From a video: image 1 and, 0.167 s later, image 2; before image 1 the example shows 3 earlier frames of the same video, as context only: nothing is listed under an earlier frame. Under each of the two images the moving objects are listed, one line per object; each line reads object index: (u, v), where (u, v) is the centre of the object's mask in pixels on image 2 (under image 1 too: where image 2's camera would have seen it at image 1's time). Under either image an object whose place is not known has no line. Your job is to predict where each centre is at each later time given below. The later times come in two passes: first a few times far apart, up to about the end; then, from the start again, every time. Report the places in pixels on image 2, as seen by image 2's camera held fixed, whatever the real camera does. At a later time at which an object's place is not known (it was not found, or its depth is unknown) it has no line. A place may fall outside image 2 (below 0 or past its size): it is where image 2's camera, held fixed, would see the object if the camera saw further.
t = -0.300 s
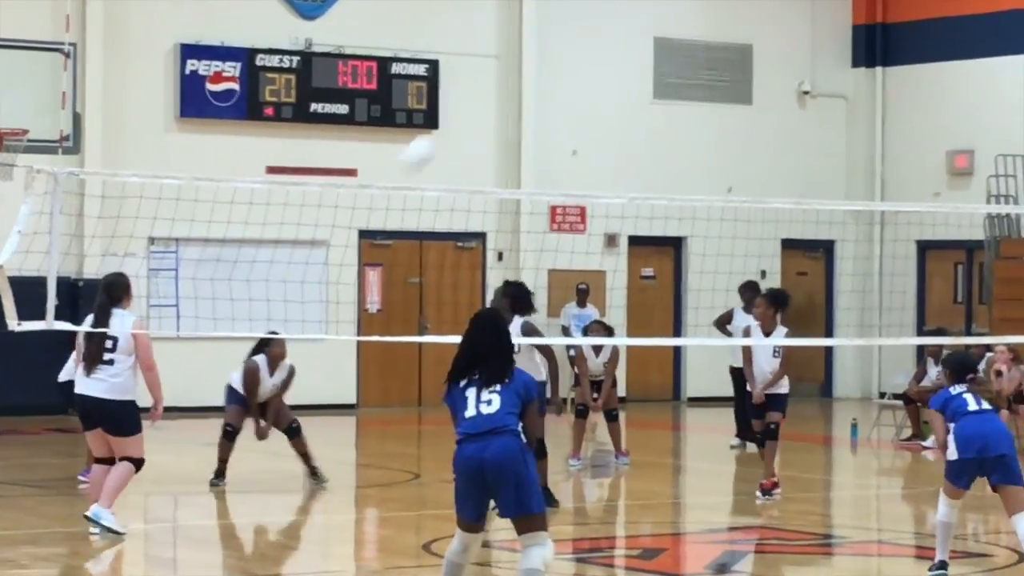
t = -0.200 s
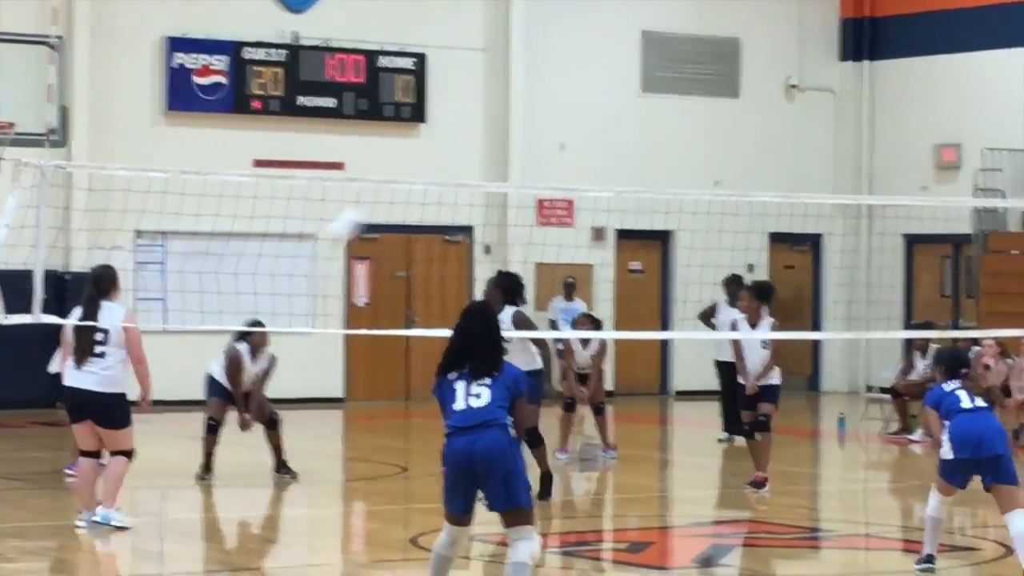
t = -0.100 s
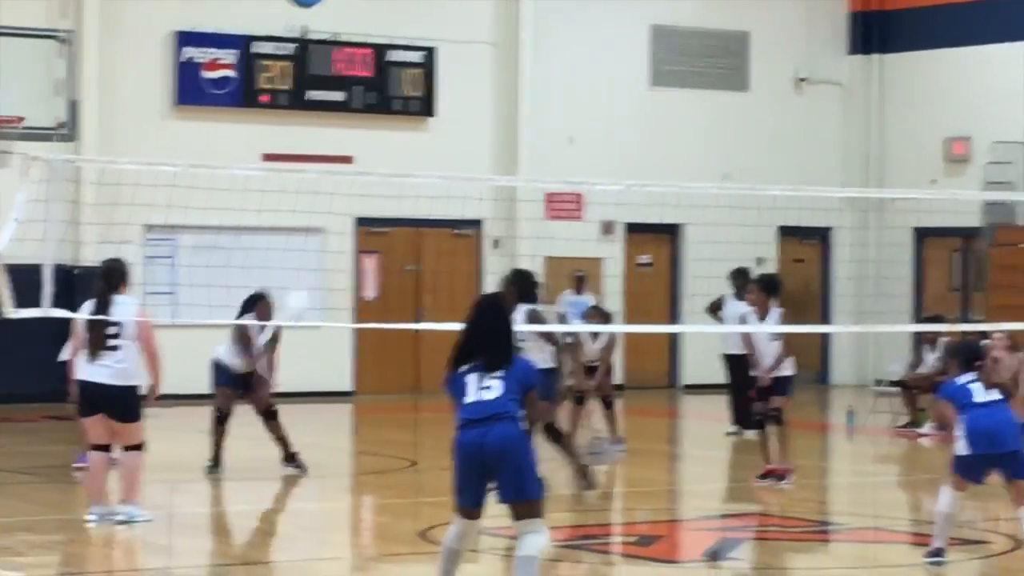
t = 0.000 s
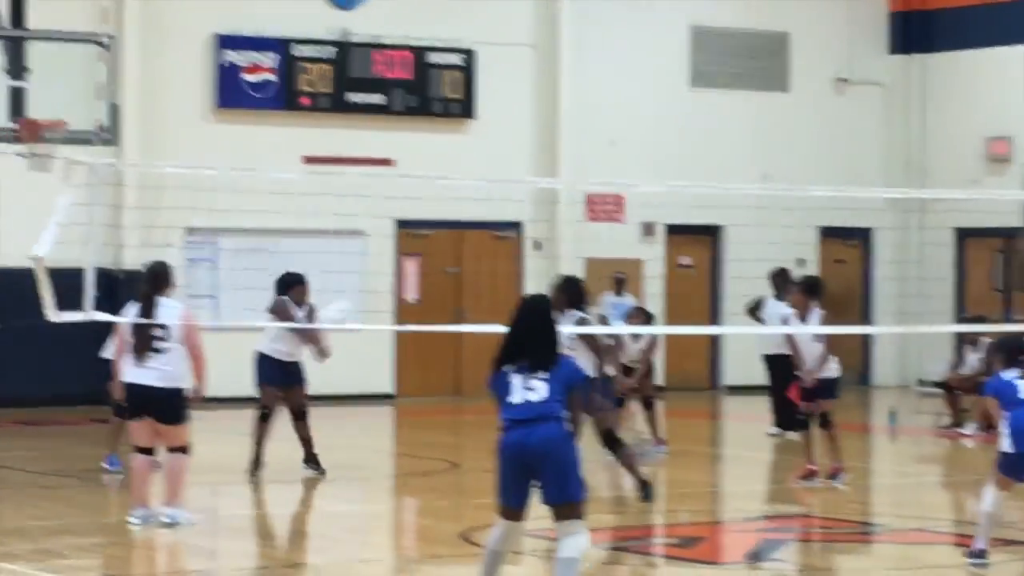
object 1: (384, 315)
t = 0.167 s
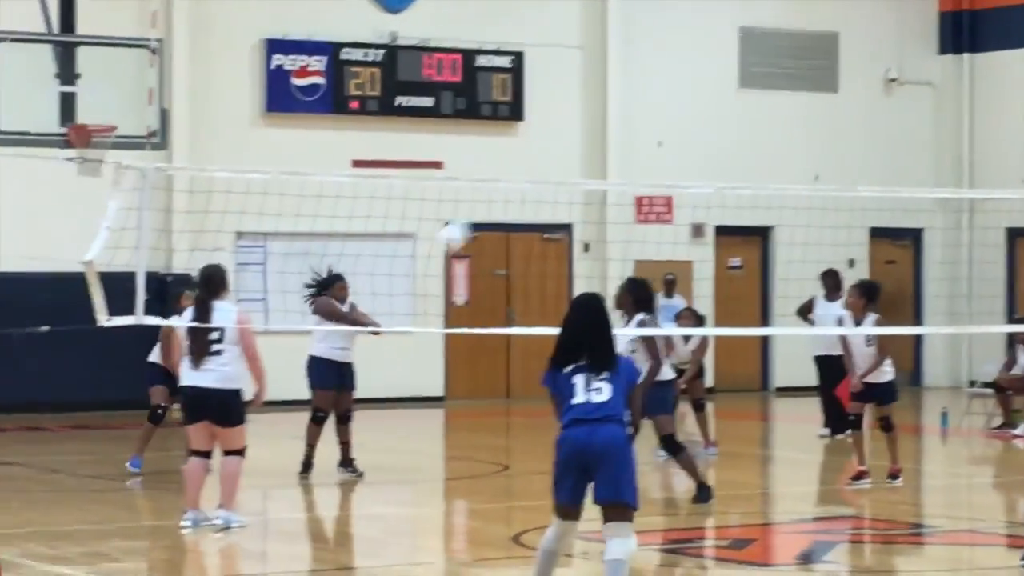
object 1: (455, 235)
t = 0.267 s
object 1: (497, 203)
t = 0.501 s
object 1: (602, 176)
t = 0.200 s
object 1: (467, 224)
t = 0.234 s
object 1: (482, 213)
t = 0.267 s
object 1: (497, 203)
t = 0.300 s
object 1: (513, 196)
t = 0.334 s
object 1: (527, 188)
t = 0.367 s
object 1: (542, 183)
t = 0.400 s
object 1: (557, 178)
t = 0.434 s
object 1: (572, 174)
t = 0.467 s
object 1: (587, 172)
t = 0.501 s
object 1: (602, 176)
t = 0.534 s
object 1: (620, 180)
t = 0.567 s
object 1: (638, 184)
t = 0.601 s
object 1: (655, 190)
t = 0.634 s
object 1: (670, 201)
